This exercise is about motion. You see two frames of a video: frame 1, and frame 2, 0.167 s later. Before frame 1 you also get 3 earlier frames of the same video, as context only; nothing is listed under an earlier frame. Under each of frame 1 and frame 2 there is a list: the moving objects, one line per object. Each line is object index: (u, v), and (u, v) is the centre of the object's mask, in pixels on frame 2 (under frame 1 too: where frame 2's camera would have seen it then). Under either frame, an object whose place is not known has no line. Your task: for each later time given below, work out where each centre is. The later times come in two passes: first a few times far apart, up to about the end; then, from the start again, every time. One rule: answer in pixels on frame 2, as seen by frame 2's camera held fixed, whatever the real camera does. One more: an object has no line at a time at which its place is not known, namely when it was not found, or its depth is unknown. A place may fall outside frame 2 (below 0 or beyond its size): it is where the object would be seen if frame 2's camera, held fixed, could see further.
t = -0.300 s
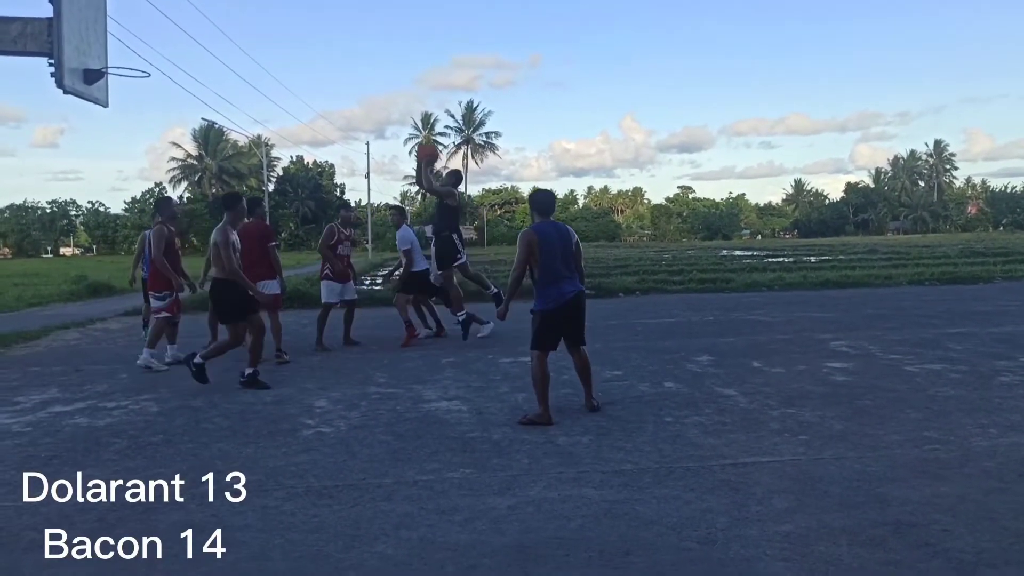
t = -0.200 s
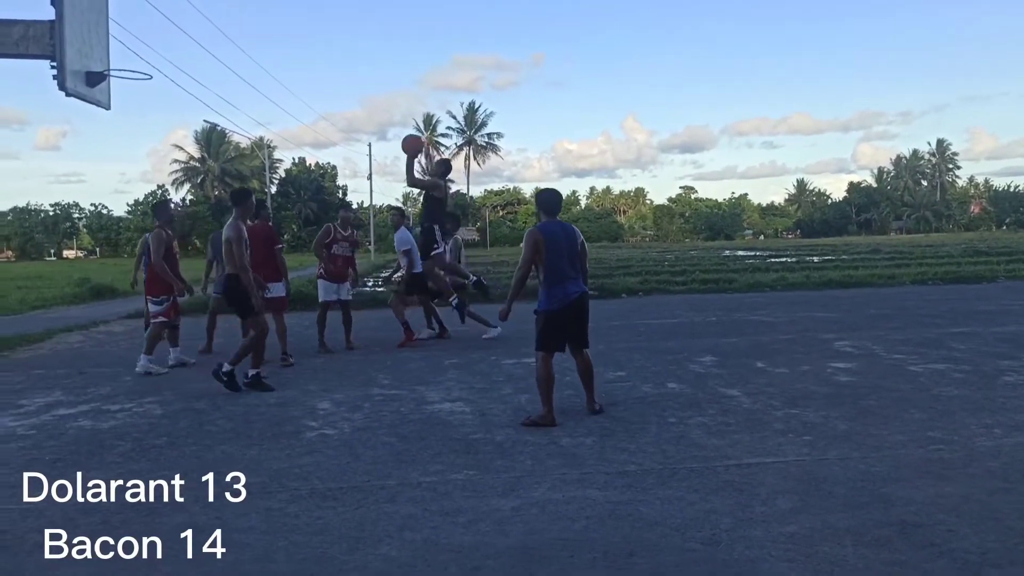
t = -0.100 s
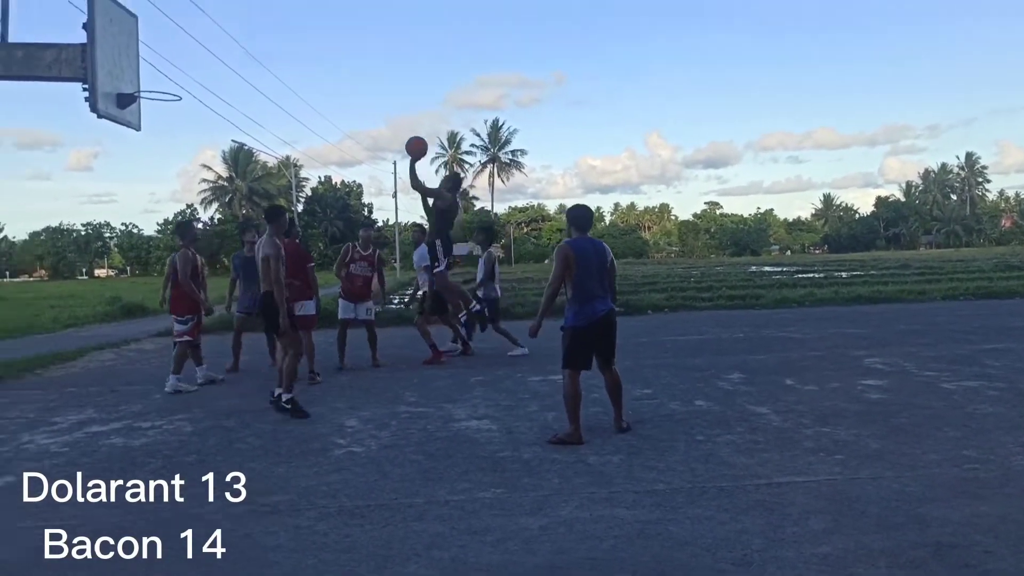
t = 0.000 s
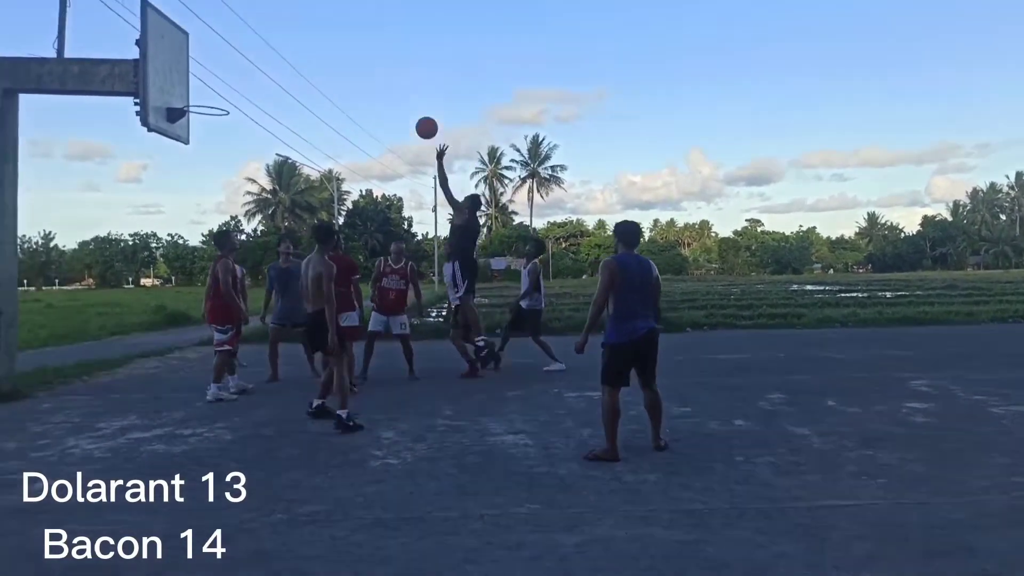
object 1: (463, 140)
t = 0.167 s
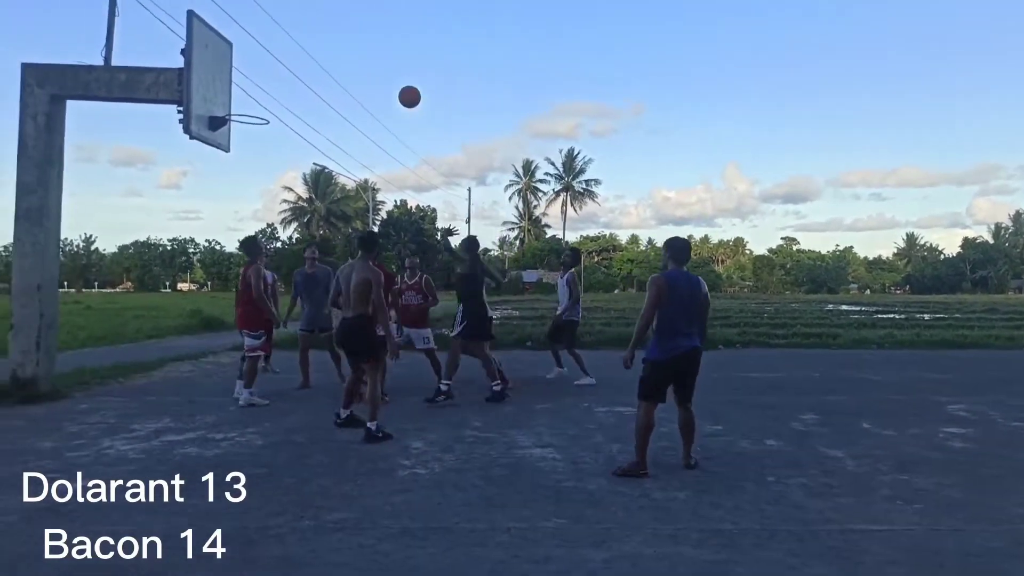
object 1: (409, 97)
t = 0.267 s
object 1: (378, 83)
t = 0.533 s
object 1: (296, 93)
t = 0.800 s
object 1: (240, 130)
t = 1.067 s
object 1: (257, 204)
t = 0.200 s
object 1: (399, 91)
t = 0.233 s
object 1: (389, 87)
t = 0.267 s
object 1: (378, 83)
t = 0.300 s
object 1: (368, 81)
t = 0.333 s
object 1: (357, 79)
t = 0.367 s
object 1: (347, 79)
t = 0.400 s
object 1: (337, 80)
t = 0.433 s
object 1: (326, 81)
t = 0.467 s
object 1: (316, 84)
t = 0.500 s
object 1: (306, 88)
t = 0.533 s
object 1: (296, 93)
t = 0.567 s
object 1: (286, 98)
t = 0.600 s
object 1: (276, 105)
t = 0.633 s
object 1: (265, 112)
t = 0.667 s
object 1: (257, 114)
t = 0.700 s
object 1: (249, 117)
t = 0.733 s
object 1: (241, 121)
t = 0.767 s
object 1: (238, 125)
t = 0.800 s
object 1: (240, 130)
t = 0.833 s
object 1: (242, 135)
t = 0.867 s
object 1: (244, 142)
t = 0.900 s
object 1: (246, 150)
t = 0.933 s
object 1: (248, 158)
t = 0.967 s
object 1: (250, 168)
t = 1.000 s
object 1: (252, 179)
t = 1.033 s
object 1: (255, 191)
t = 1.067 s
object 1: (257, 204)
